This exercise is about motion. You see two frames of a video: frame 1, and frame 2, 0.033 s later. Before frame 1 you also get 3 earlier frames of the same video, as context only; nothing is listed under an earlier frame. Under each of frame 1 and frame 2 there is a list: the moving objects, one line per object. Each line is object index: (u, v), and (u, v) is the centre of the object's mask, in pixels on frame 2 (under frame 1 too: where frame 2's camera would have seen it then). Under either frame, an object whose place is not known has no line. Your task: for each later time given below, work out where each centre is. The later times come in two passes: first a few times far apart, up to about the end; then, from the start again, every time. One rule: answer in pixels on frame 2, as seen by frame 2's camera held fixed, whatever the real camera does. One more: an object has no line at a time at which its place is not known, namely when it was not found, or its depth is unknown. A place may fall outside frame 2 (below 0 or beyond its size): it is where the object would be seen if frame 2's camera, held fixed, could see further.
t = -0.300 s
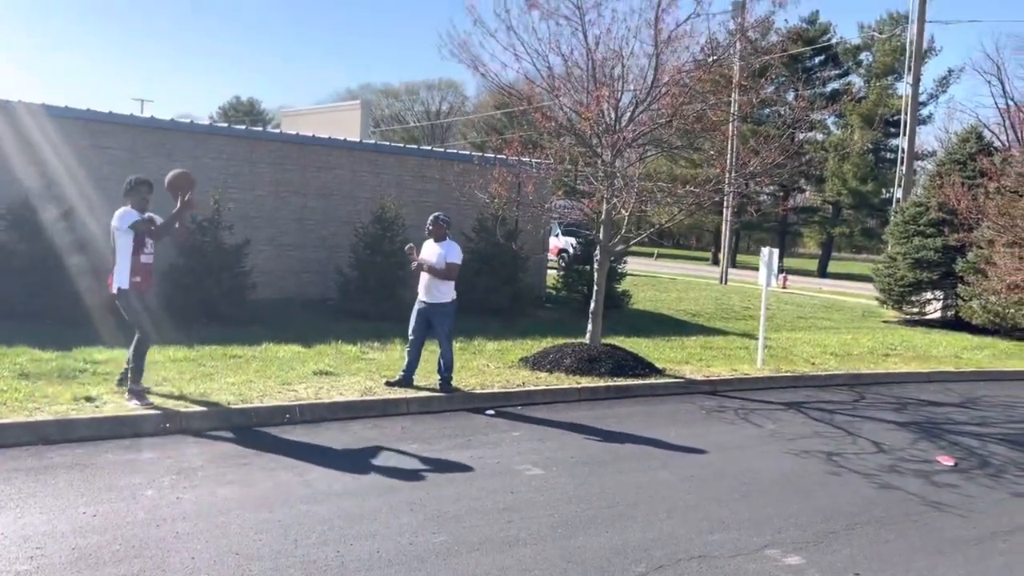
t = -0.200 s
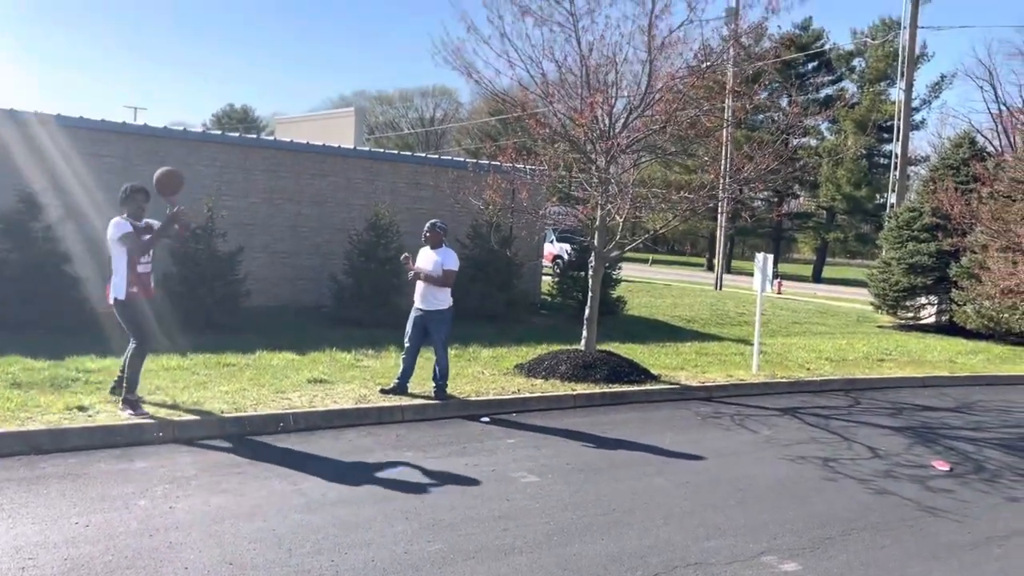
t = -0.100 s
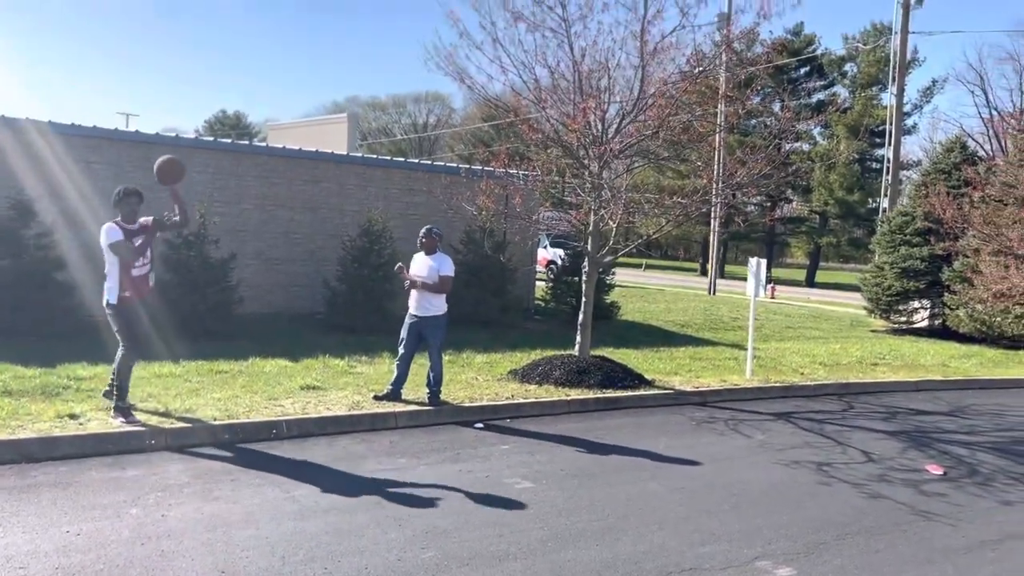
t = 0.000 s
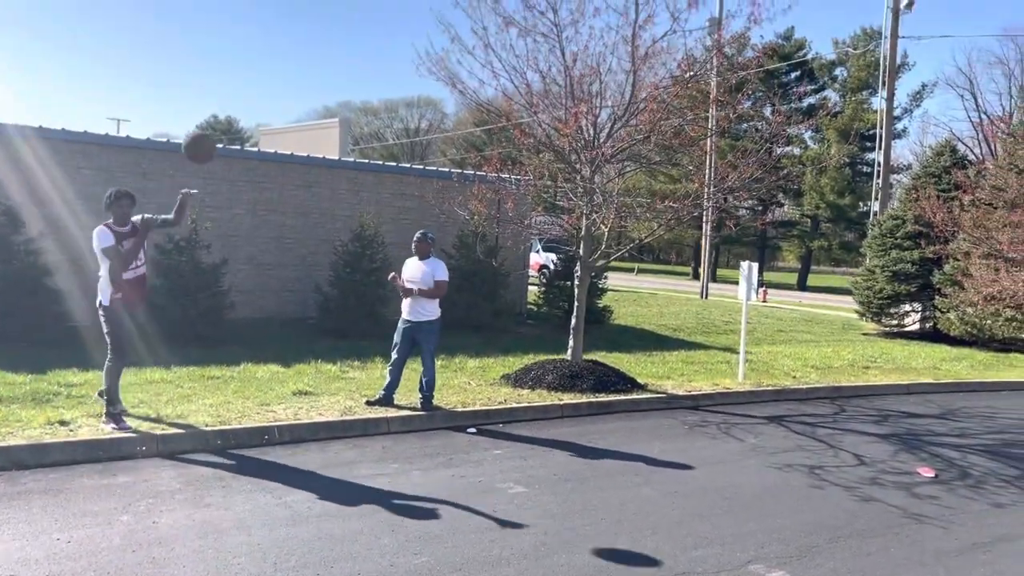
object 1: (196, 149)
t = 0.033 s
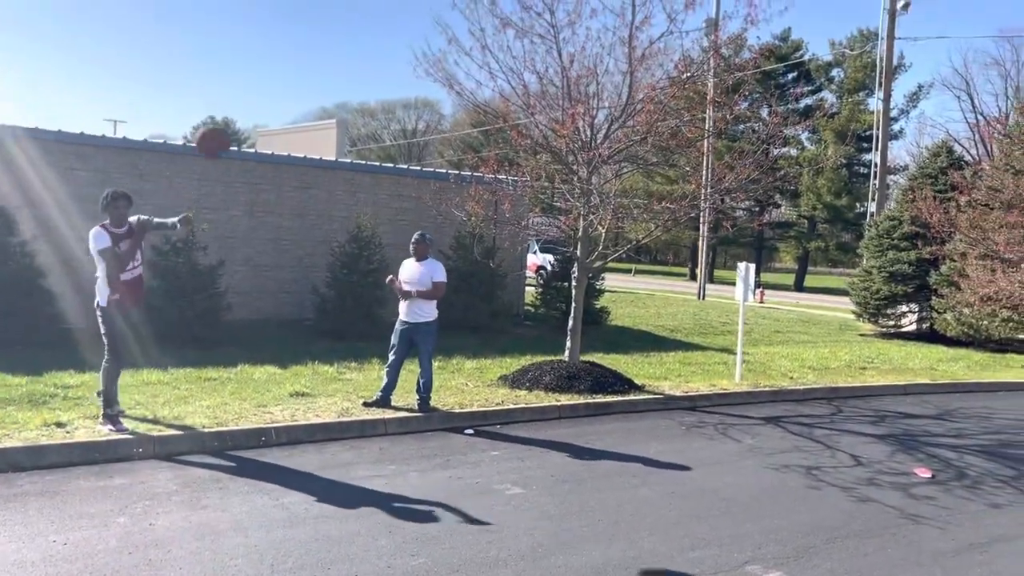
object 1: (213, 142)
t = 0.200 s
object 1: (318, 130)
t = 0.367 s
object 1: (495, 172)
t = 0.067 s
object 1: (230, 136)
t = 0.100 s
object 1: (250, 133)
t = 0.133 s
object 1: (270, 130)
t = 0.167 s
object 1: (292, 130)
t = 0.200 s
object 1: (318, 130)
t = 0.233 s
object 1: (347, 134)
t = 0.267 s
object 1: (378, 139)
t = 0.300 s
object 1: (412, 146)
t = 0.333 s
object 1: (451, 157)
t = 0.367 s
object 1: (495, 172)
